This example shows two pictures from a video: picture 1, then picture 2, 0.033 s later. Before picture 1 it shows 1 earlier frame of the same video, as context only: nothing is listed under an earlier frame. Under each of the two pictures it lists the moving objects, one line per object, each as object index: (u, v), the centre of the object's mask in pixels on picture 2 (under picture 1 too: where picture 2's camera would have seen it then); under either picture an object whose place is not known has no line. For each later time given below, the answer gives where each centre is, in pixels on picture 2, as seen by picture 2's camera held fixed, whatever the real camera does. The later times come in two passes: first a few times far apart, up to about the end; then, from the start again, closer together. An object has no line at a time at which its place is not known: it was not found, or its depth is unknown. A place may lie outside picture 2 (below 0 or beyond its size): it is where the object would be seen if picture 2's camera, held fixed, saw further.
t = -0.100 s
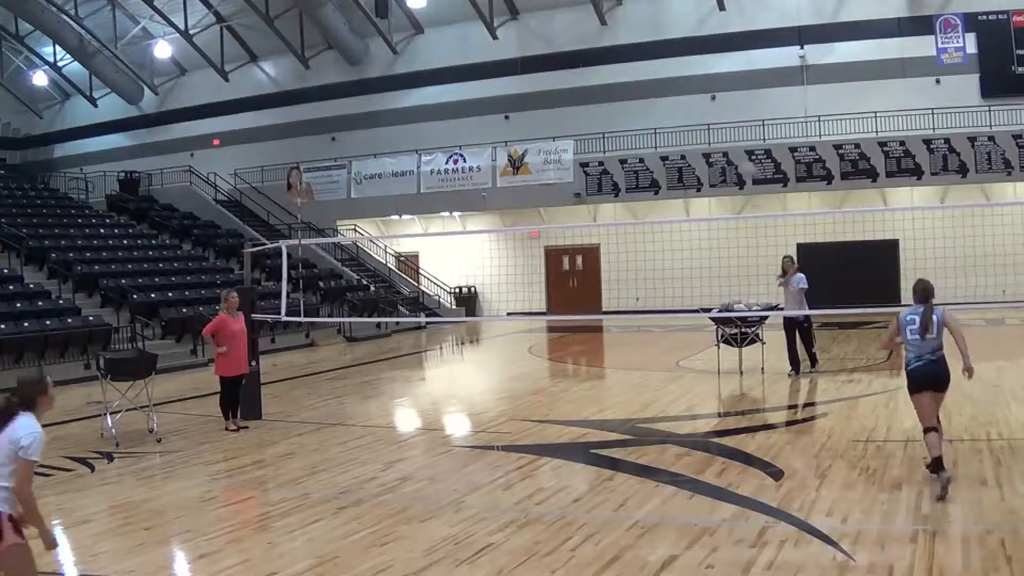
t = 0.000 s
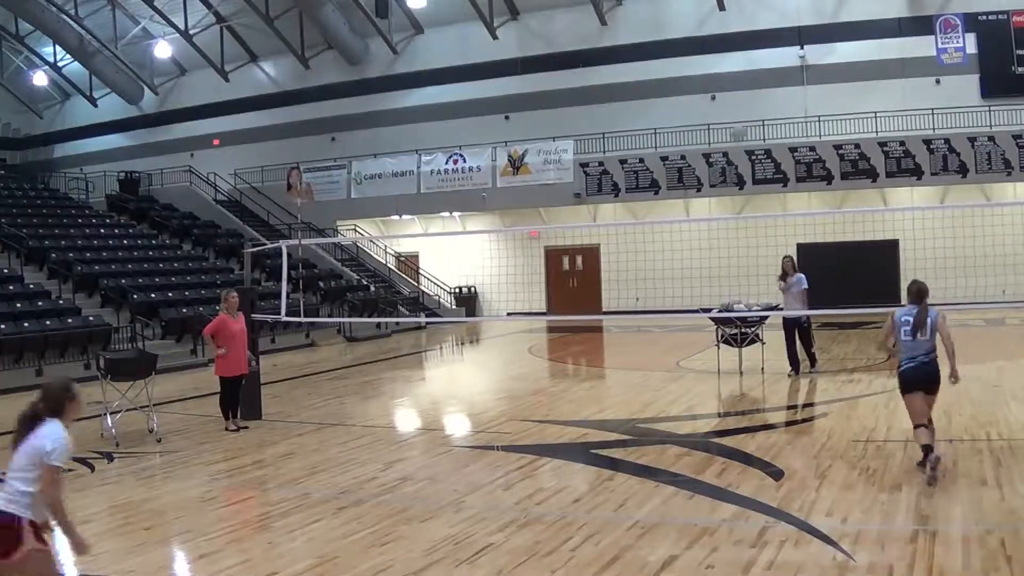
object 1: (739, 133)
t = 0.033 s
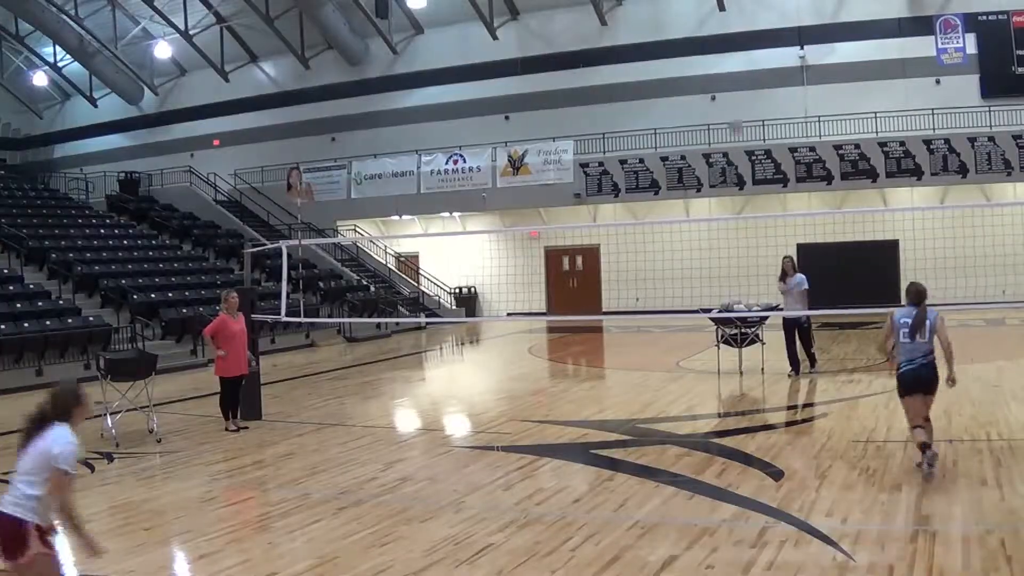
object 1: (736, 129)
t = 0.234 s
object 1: (712, 69)
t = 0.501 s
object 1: (684, 48)
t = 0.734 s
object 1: (644, 95)
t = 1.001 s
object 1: (591, 292)
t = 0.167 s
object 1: (720, 82)
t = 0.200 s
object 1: (715, 72)
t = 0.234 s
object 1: (712, 69)
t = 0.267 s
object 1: (707, 61)
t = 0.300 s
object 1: (704, 57)
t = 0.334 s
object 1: (699, 51)
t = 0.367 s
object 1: (696, 49)
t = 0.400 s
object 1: (690, 46)
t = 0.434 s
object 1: (686, 46)
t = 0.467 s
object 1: (683, 46)
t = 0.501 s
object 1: (684, 48)
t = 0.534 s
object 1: (674, 49)
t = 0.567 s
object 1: (668, 52)
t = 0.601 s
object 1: (665, 56)
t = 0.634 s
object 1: (659, 65)
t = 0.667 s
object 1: (657, 75)
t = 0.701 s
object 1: (649, 87)
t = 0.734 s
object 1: (644, 95)
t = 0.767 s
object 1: (637, 113)
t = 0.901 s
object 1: (613, 195)
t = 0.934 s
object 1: (606, 228)
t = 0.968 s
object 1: (600, 256)
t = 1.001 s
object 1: (591, 292)
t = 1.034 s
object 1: (584, 322)
